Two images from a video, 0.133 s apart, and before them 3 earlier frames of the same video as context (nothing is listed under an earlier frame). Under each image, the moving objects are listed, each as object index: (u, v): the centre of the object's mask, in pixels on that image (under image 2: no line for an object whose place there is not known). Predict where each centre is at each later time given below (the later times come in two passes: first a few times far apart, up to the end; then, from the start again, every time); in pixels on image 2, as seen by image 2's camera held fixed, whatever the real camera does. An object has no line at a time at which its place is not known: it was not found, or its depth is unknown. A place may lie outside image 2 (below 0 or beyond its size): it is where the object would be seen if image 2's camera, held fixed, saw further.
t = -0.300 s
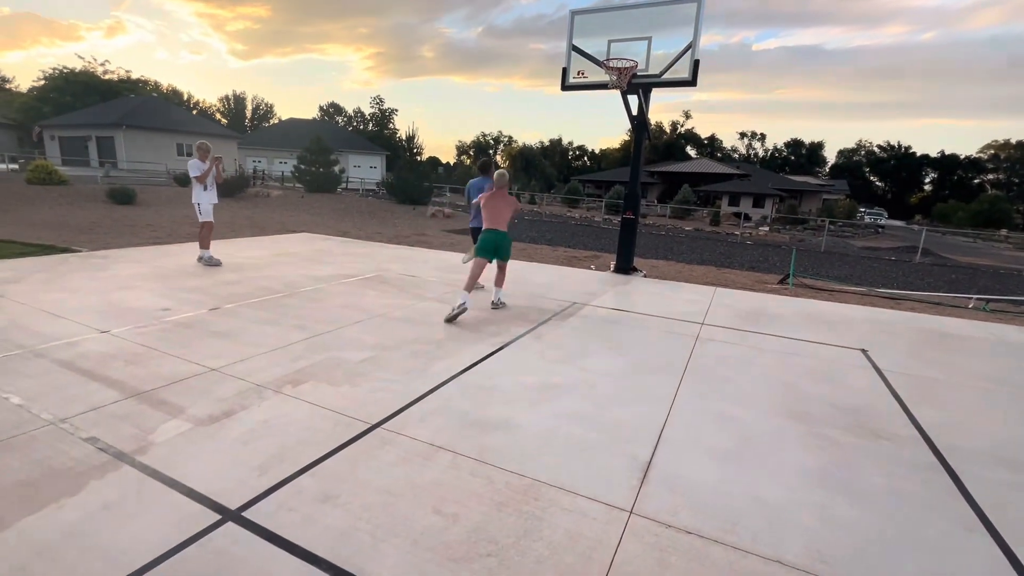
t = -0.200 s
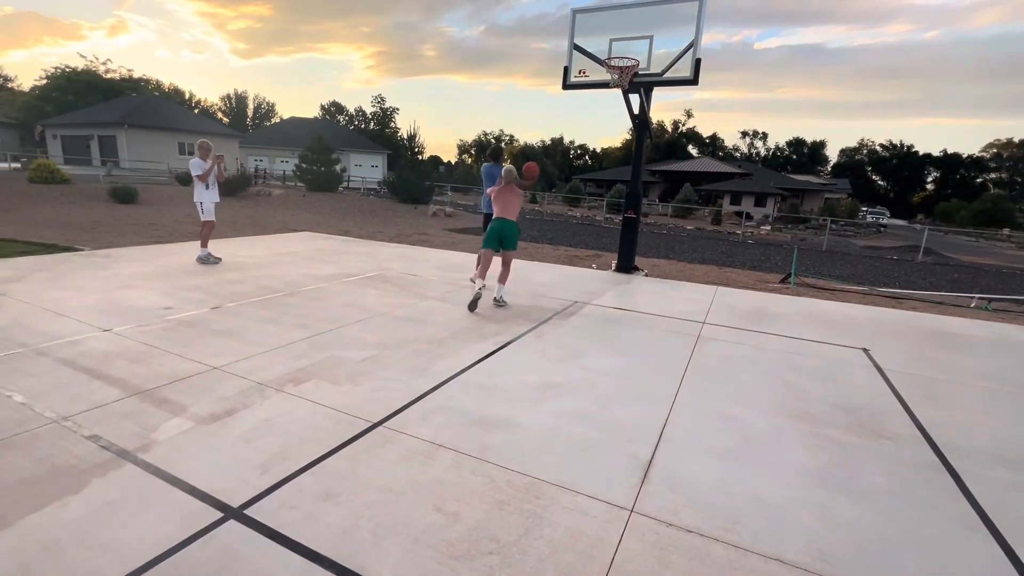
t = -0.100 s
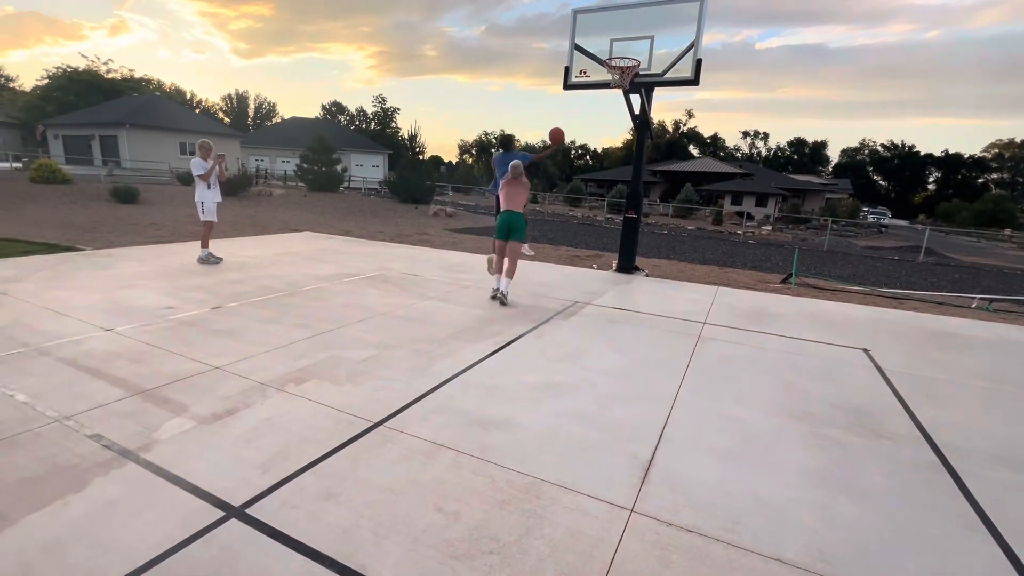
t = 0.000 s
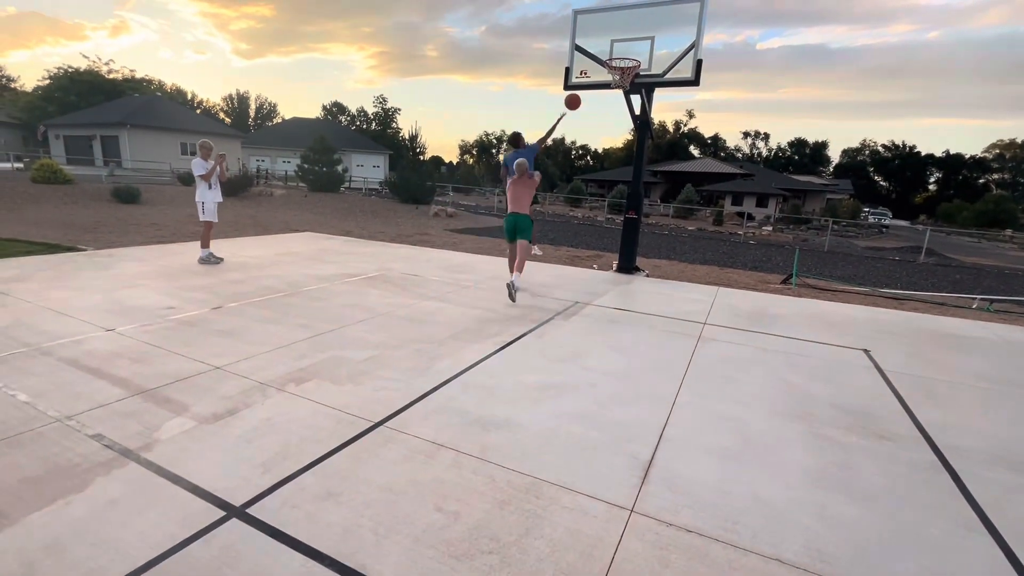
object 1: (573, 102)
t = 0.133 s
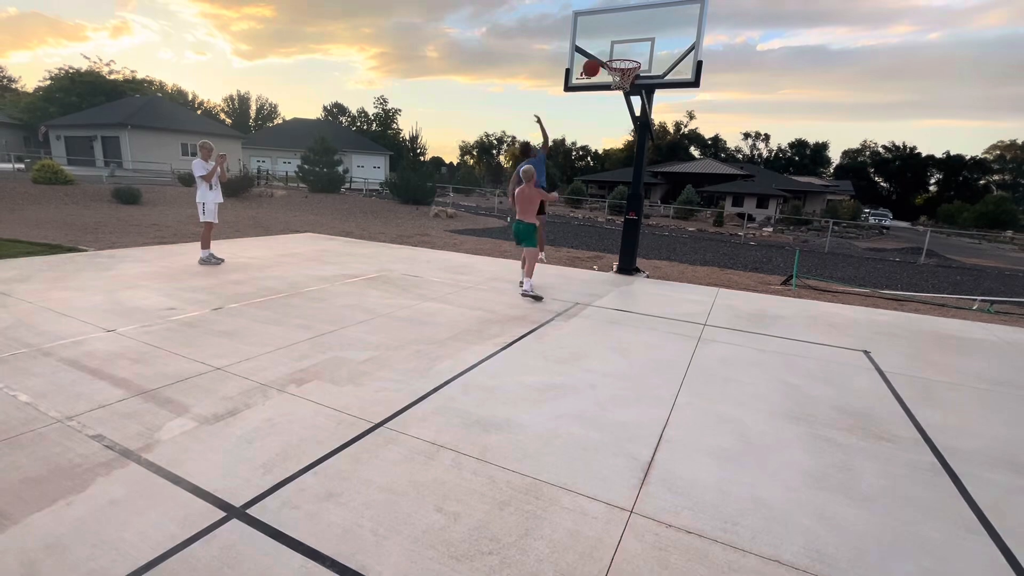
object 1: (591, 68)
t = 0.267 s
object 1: (597, 48)
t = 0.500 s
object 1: (598, 48)
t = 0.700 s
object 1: (589, 61)
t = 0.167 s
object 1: (595, 61)
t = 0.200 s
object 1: (596, 56)
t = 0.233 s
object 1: (596, 52)
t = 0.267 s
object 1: (597, 48)
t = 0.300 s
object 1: (597, 46)
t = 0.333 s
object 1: (597, 44)
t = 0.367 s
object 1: (598, 43)
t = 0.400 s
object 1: (598, 43)
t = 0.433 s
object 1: (598, 44)
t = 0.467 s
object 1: (598, 45)
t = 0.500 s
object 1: (598, 48)
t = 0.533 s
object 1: (598, 50)
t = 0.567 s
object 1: (598, 55)
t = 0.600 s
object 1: (596, 56)
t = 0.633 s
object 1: (594, 57)
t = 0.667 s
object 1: (591, 59)
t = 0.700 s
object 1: (589, 61)
